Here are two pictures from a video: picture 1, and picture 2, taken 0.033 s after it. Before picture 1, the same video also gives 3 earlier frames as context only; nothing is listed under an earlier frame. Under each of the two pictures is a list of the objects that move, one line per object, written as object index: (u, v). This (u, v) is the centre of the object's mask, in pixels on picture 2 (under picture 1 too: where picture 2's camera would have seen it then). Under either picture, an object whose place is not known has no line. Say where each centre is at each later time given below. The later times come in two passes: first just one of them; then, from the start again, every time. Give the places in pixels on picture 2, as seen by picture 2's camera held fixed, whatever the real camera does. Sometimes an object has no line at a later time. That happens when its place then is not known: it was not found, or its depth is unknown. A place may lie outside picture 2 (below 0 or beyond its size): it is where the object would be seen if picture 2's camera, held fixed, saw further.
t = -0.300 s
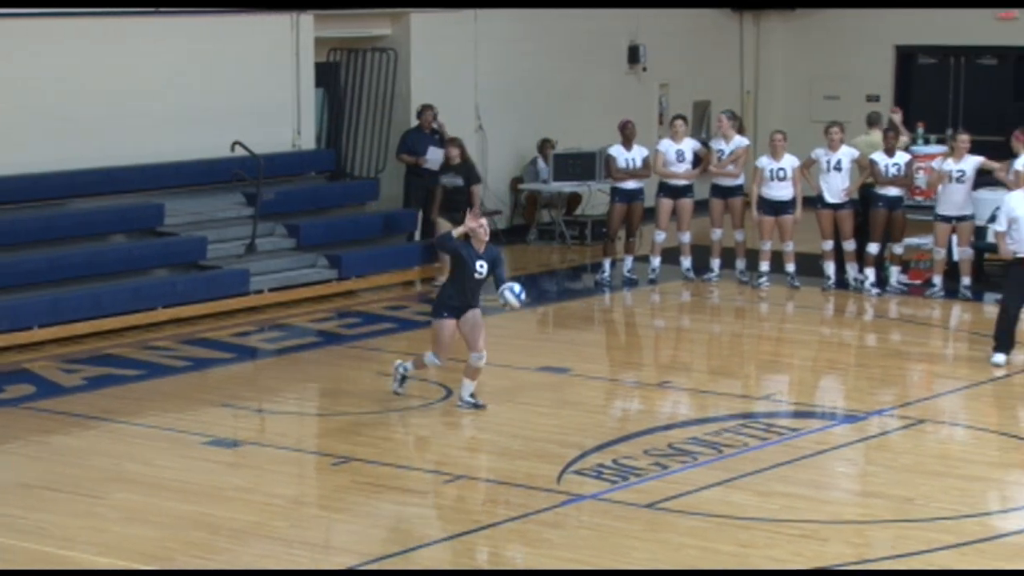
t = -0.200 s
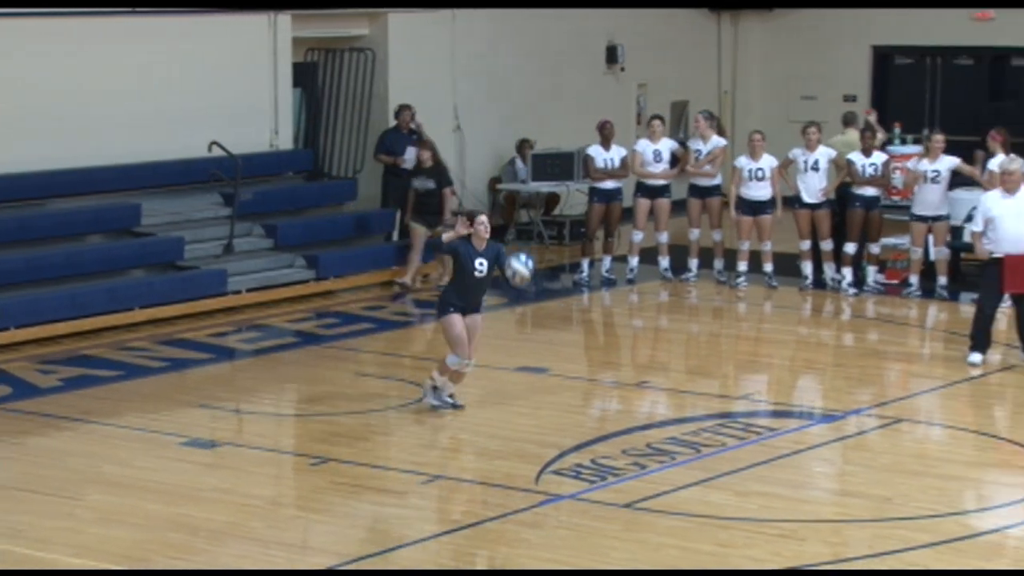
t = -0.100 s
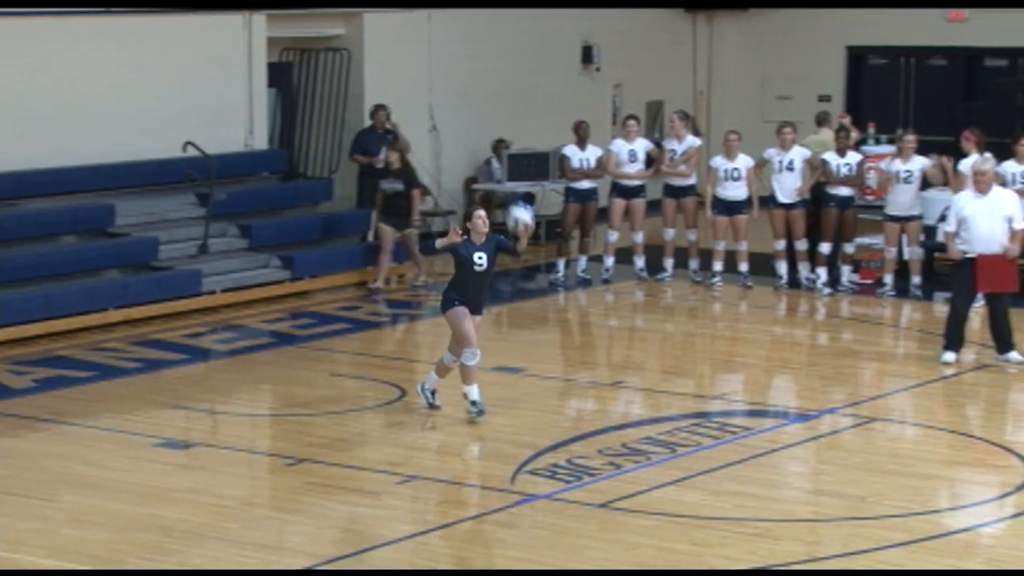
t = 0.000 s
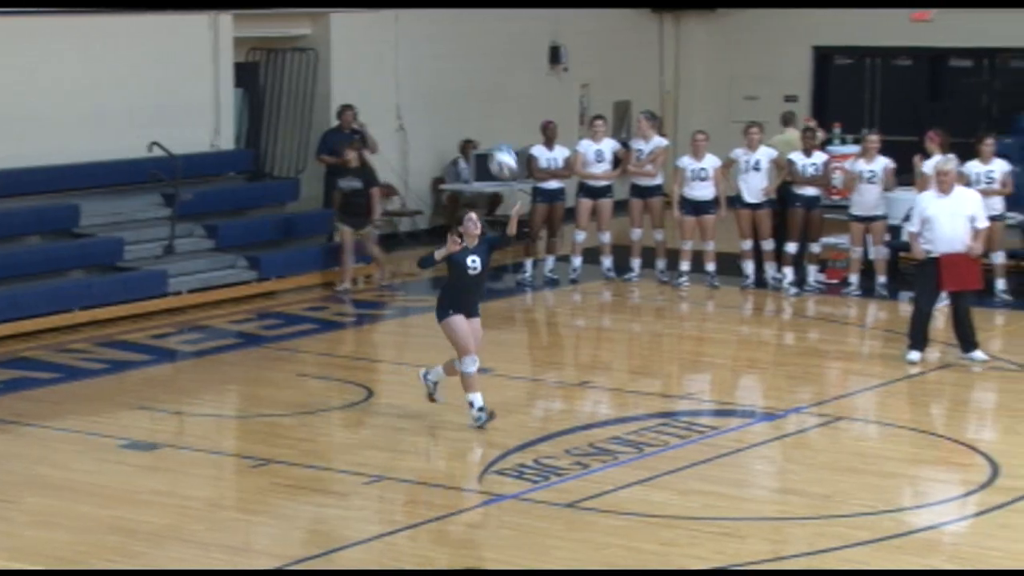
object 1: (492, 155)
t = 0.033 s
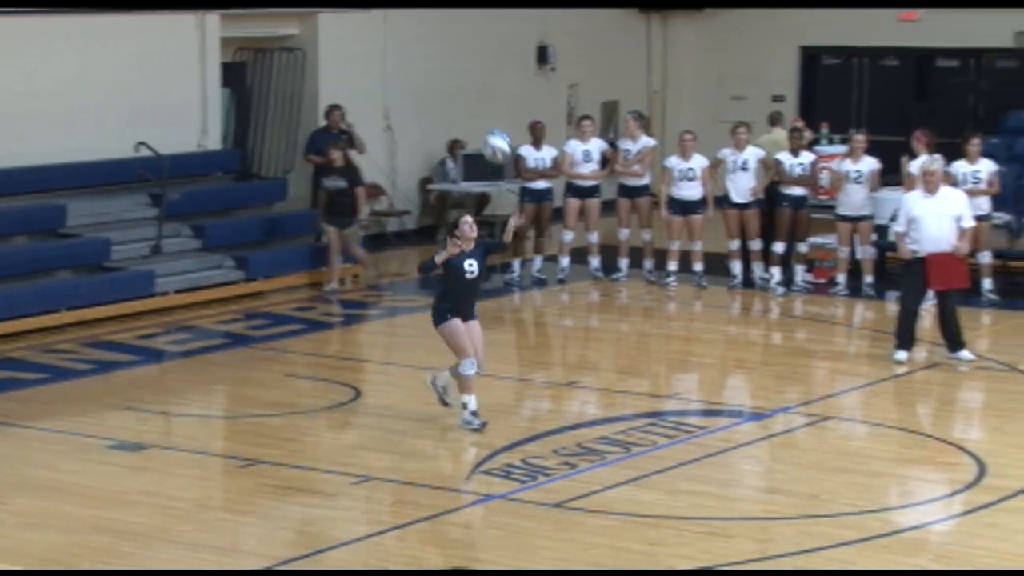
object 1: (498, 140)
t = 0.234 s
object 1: (529, 76)
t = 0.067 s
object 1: (503, 126)
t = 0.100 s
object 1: (508, 113)
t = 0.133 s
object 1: (513, 101)
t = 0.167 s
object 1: (518, 91)
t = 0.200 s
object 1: (524, 83)
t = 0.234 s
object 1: (529, 76)
